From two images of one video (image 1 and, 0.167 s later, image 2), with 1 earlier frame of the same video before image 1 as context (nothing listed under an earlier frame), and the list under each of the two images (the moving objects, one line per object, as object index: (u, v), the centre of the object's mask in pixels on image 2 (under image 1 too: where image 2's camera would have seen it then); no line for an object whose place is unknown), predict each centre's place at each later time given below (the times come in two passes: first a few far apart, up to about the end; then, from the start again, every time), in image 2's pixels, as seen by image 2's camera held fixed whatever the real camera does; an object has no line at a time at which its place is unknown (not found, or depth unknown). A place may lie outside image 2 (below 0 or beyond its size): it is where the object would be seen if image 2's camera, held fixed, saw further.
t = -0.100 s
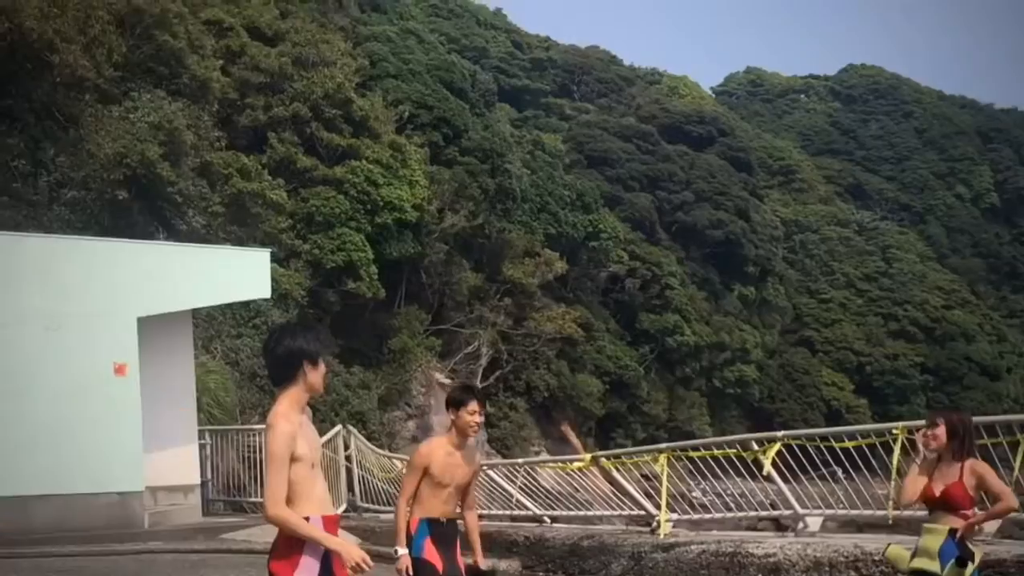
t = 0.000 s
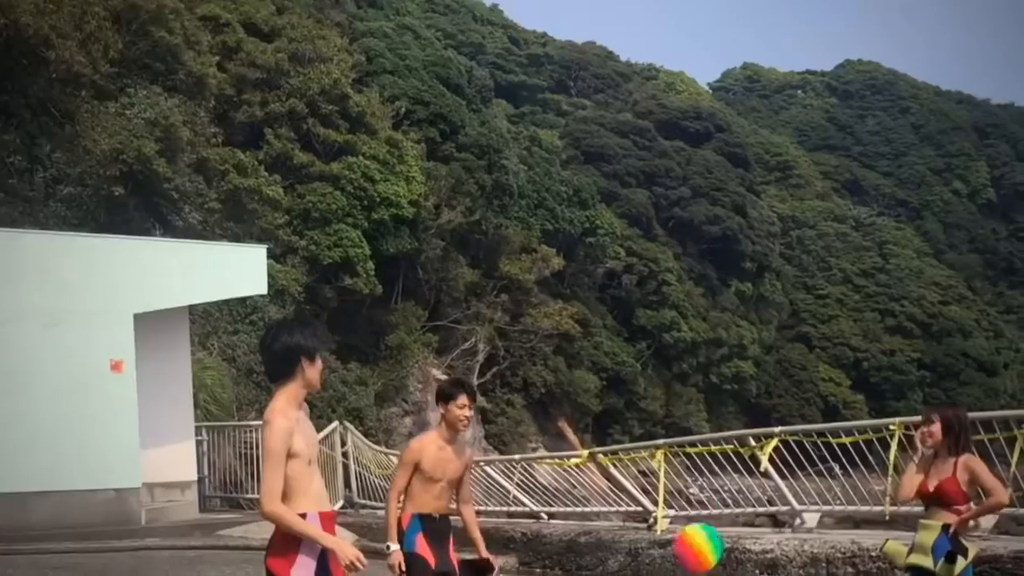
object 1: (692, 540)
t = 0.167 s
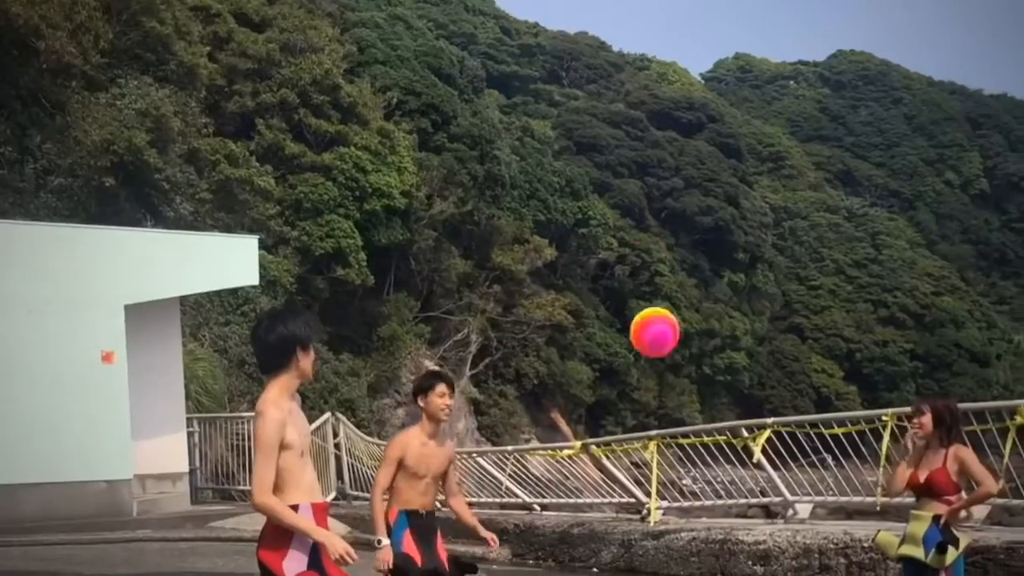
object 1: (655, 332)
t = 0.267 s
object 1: (634, 240)
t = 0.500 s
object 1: (587, 119)
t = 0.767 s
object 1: (540, 134)
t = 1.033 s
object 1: (499, 293)
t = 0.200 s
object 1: (648, 299)
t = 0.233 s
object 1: (641, 267)
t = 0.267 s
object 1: (634, 240)
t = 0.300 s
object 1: (627, 214)
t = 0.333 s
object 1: (620, 191)
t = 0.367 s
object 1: (613, 171)
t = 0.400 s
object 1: (606, 154)
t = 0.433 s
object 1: (600, 140)
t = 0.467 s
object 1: (593, 128)
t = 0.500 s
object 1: (587, 119)
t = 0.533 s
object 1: (580, 113)
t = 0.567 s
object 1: (574, 108)
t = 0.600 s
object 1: (568, 108)
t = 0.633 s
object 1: (562, 108)
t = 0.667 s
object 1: (556, 111)
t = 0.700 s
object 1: (551, 117)
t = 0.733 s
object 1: (545, 125)
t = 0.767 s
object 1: (540, 134)
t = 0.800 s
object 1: (535, 146)
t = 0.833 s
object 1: (529, 161)
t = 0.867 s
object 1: (523, 177)
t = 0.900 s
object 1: (518, 196)
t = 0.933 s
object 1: (513, 218)
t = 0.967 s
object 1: (508, 240)
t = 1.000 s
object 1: (503, 265)
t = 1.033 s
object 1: (499, 293)
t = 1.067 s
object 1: (495, 321)
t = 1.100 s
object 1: (491, 349)
